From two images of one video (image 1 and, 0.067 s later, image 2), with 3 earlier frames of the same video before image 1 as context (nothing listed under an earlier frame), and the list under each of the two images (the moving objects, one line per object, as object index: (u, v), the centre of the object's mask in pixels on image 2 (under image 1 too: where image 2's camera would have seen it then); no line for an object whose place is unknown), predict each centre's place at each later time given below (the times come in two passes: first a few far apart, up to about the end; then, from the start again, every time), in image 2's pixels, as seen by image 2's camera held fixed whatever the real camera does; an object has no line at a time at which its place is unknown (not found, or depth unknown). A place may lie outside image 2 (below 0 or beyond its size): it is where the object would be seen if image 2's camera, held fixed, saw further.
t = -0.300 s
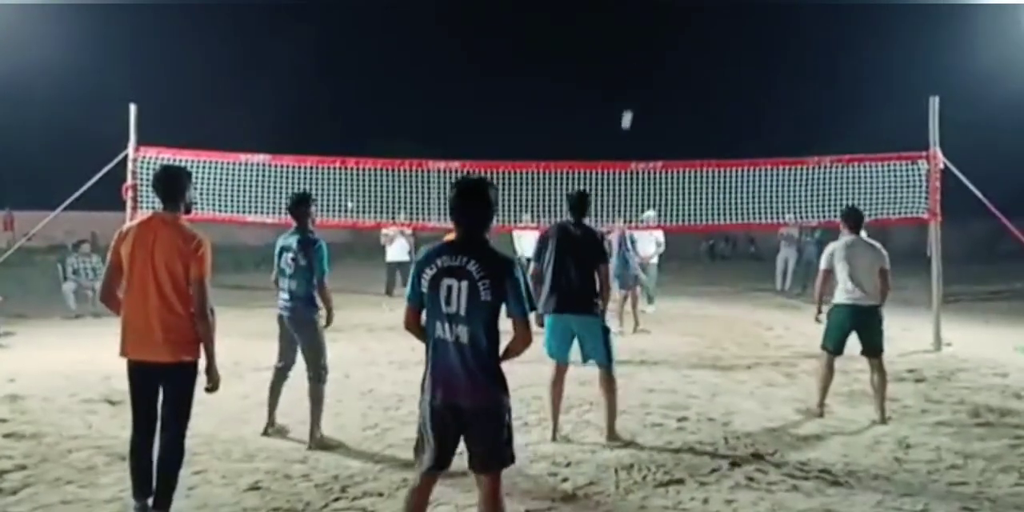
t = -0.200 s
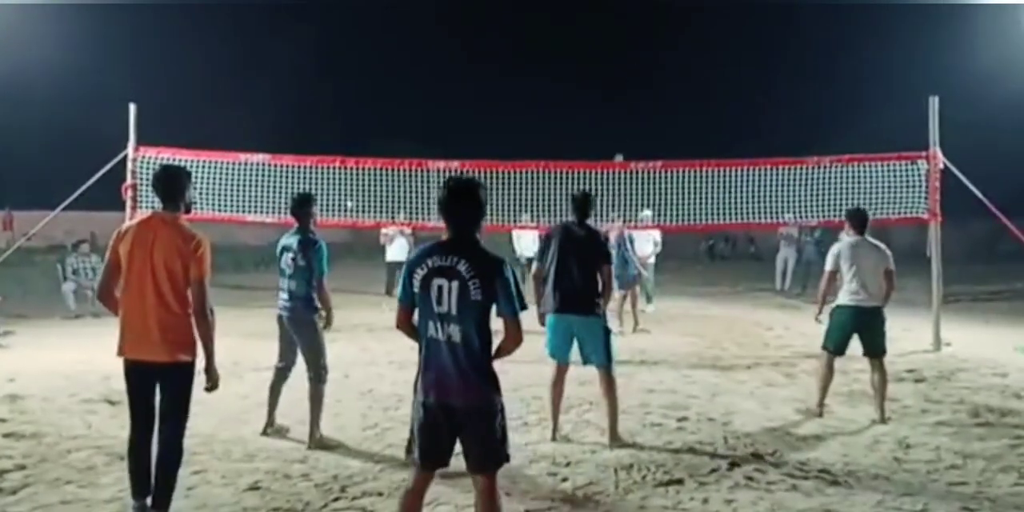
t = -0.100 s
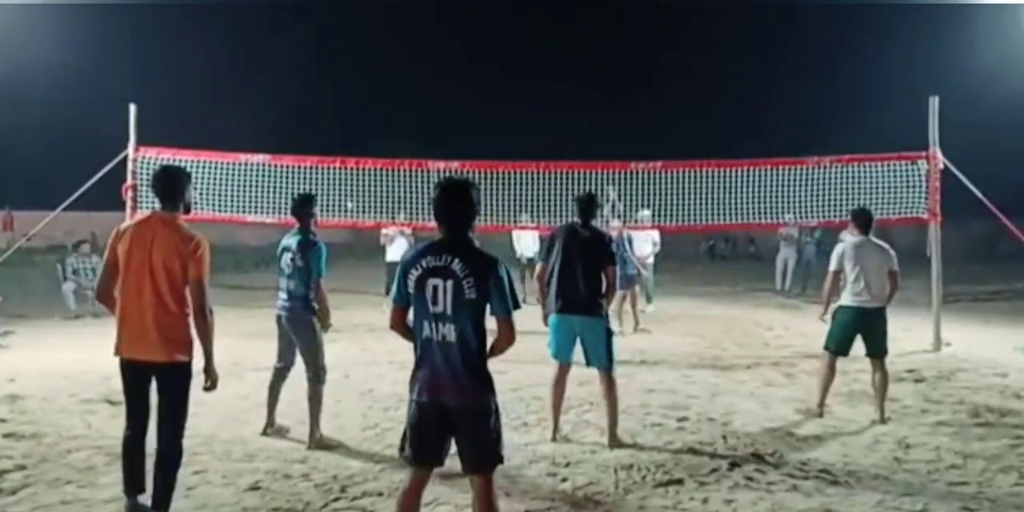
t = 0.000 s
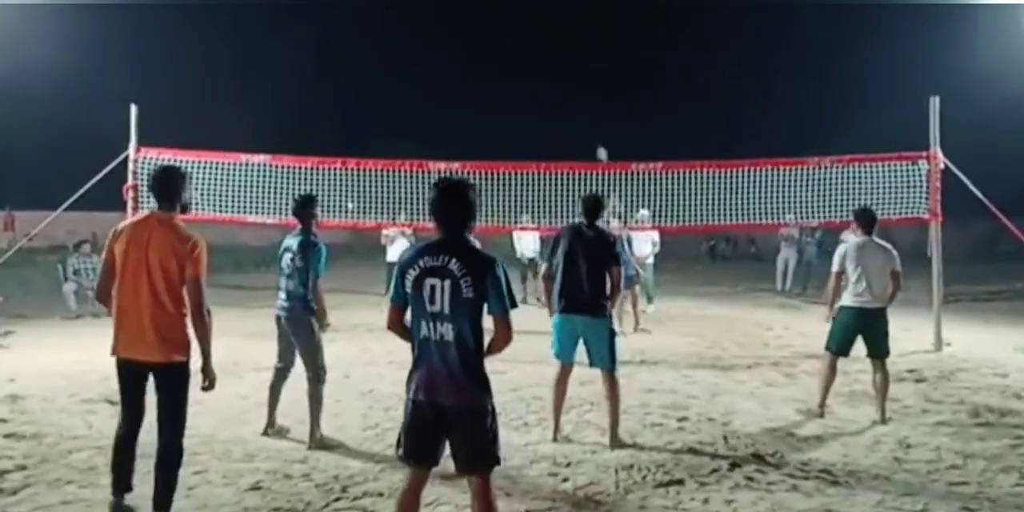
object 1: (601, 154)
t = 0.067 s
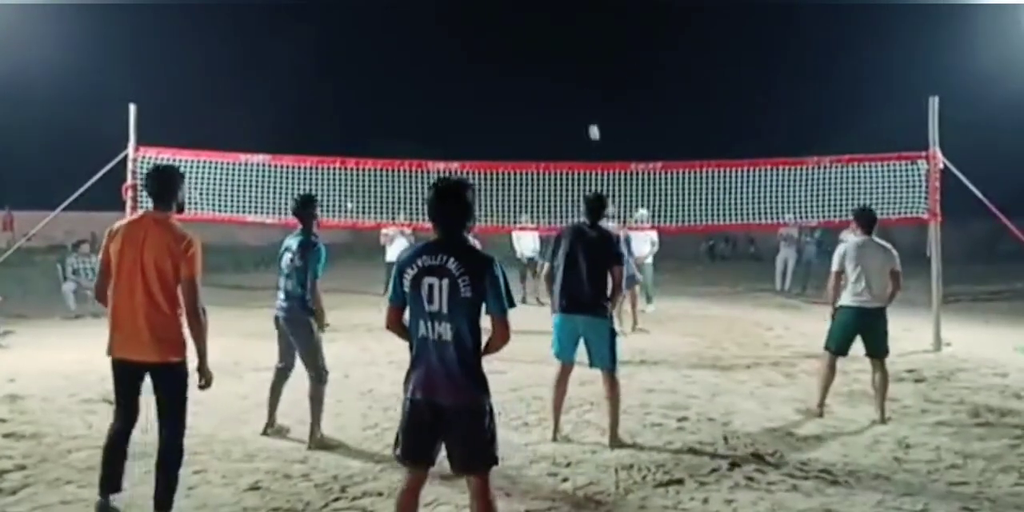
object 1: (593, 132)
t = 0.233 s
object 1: (572, 81)
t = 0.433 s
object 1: (538, 32)
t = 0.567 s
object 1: (509, 12)
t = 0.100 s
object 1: (590, 122)
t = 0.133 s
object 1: (586, 110)
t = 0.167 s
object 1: (581, 99)
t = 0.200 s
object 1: (577, 91)
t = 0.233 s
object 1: (572, 81)
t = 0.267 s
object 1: (568, 72)
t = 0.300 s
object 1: (563, 62)
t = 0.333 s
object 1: (557, 54)
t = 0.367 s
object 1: (550, 47)
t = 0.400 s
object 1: (544, 40)
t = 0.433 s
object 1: (538, 32)
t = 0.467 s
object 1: (531, 26)
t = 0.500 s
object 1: (524, 21)
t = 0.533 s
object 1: (516, 16)
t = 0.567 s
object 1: (509, 12)
